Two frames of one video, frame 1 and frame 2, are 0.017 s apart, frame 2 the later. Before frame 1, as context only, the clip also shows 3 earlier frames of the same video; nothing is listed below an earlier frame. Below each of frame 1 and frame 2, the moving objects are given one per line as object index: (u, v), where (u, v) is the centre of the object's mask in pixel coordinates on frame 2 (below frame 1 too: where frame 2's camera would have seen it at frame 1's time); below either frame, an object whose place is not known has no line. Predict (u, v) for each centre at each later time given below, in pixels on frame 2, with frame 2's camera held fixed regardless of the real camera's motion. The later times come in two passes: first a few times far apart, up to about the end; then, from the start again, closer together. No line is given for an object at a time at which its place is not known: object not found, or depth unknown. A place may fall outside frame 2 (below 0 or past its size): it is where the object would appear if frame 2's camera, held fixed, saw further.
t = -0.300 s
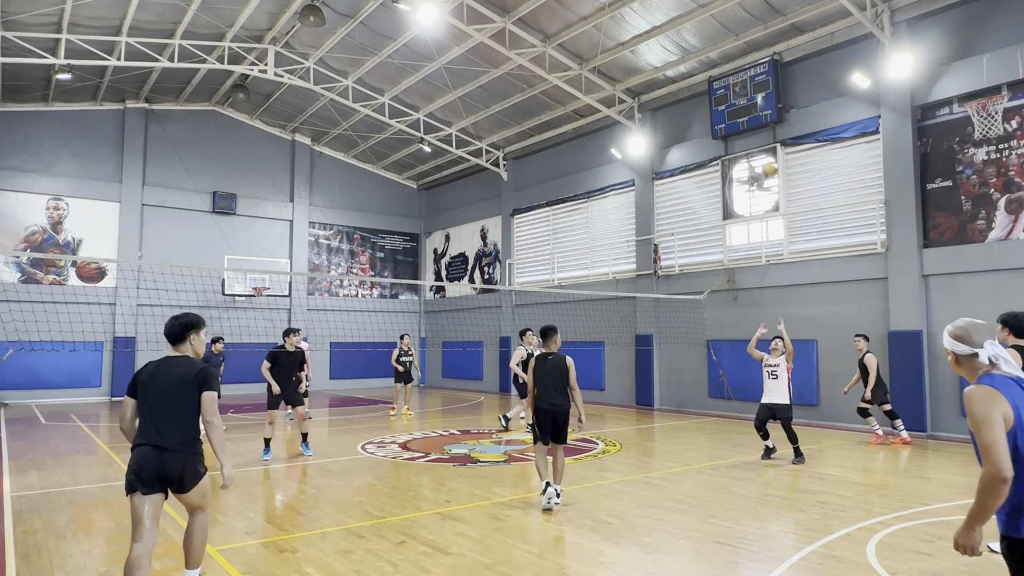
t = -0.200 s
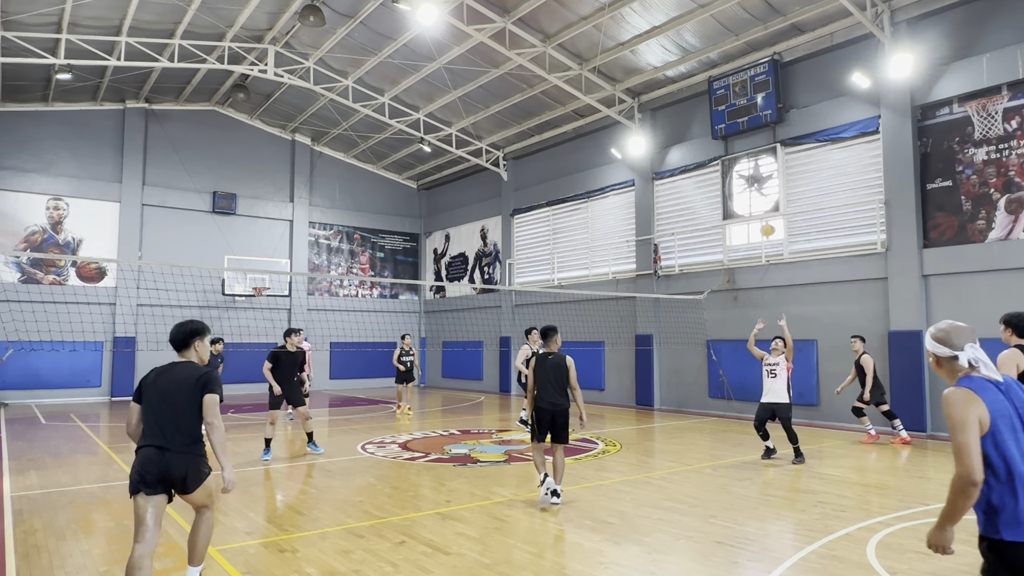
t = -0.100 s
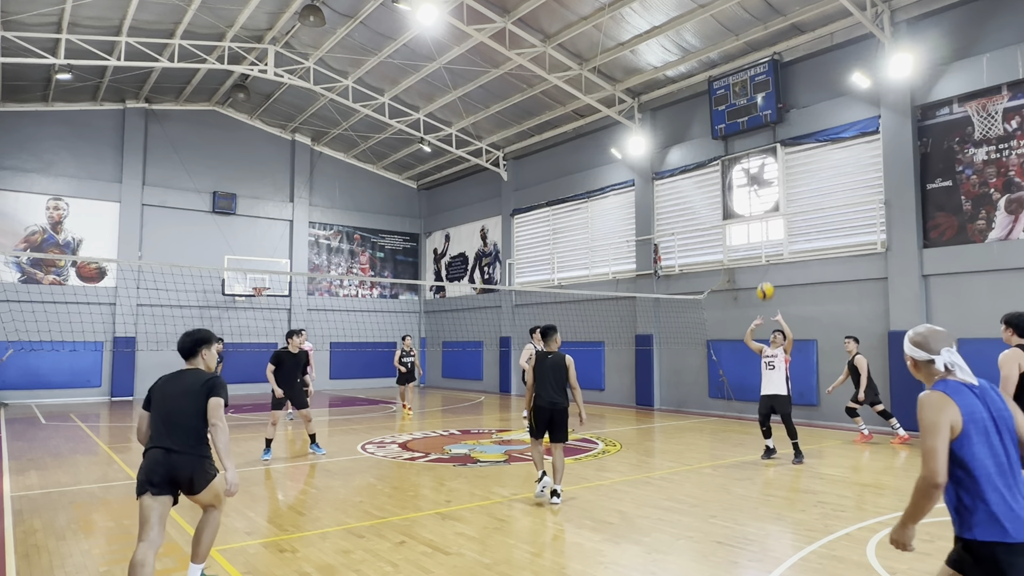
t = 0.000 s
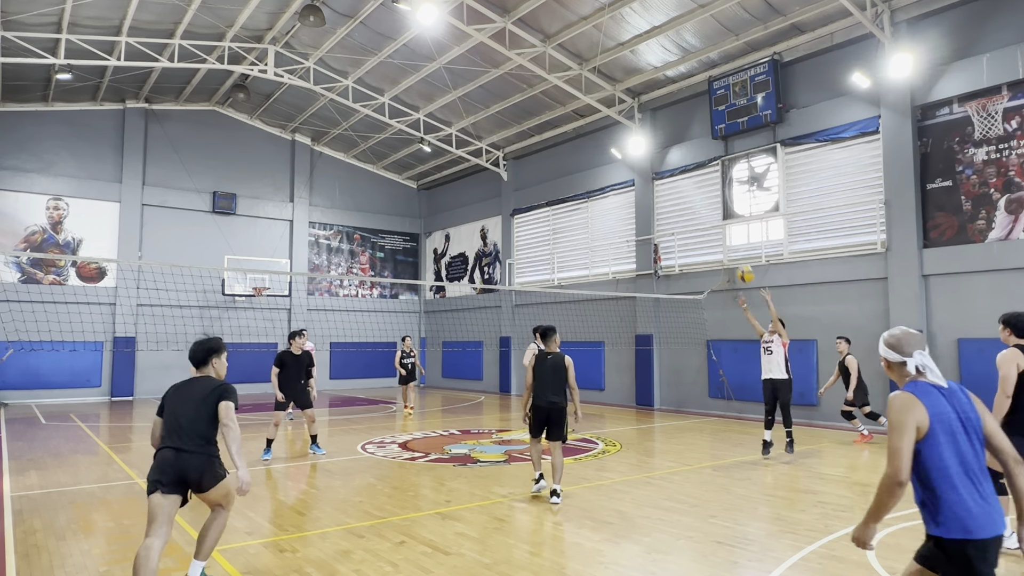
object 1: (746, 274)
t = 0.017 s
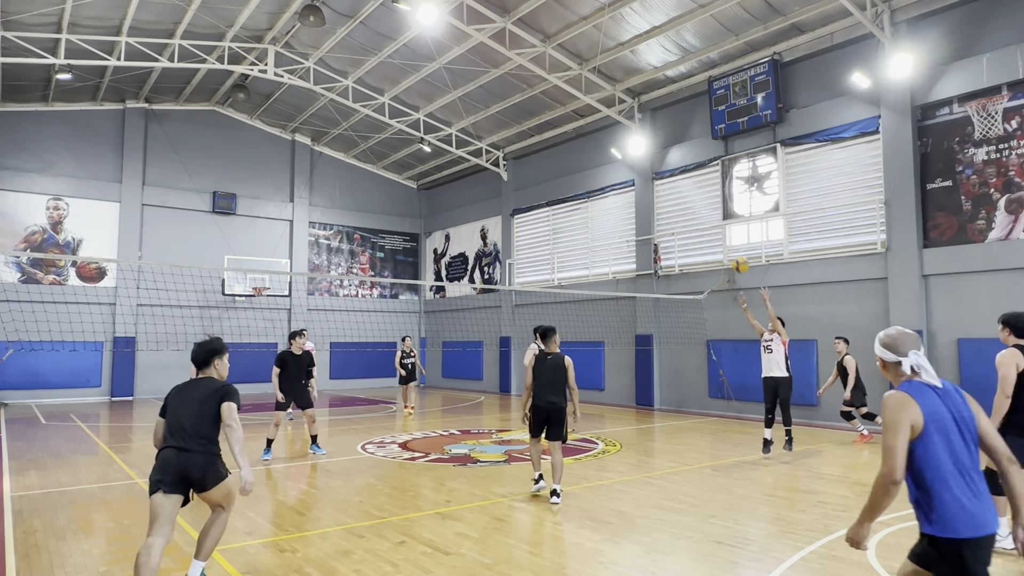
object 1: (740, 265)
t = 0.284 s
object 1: (654, 130)
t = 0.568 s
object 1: (556, 46)
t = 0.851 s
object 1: (456, 22)
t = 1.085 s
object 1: (364, 56)
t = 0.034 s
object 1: (734, 255)
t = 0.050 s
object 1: (729, 246)
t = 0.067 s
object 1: (723, 235)
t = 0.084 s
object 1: (718, 226)
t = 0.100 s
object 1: (713, 216)
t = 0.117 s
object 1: (707, 208)
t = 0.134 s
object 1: (702, 200)
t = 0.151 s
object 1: (696, 191)
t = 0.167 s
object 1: (691, 183)
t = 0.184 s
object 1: (685, 174)
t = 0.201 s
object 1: (681, 167)
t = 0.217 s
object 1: (674, 158)
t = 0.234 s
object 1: (668, 151)
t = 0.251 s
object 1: (664, 144)
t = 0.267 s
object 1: (659, 137)
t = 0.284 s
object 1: (654, 130)
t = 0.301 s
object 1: (647, 123)
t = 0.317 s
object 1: (642, 118)
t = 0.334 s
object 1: (637, 111)
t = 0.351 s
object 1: (630, 106)
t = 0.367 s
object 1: (625, 100)
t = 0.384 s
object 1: (619, 95)
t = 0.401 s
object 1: (613, 88)
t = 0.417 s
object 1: (608, 84)
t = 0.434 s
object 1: (602, 79)
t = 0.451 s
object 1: (597, 74)
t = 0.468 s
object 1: (591, 70)
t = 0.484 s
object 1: (586, 65)
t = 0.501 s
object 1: (580, 61)
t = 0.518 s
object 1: (574, 58)
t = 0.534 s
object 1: (568, 53)
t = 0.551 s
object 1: (563, 50)
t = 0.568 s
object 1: (556, 46)
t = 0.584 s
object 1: (551, 42)
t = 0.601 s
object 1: (545, 40)
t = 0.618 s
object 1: (539, 37)
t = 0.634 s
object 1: (534, 35)
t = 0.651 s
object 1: (528, 32)
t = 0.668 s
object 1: (522, 30)
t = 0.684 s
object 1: (516, 28)
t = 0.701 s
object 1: (510, 26)
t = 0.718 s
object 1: (504, 25)
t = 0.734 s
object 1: (498, 24)
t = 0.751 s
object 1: (492, 23)
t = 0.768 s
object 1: (485, 22)
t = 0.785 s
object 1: (479, 22)
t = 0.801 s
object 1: (473, 21)
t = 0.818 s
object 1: (468, 21)
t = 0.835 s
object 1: (462, 21)
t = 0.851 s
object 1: (456, 22)
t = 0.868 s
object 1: (451, 23)
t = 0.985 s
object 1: (403, 35)
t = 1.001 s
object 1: (397, 38)
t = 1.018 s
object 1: (390, 41)
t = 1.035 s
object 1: (384, 44)
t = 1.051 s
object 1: (377, 48)
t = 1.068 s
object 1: (371, 52)
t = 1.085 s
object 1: (364, 56)
